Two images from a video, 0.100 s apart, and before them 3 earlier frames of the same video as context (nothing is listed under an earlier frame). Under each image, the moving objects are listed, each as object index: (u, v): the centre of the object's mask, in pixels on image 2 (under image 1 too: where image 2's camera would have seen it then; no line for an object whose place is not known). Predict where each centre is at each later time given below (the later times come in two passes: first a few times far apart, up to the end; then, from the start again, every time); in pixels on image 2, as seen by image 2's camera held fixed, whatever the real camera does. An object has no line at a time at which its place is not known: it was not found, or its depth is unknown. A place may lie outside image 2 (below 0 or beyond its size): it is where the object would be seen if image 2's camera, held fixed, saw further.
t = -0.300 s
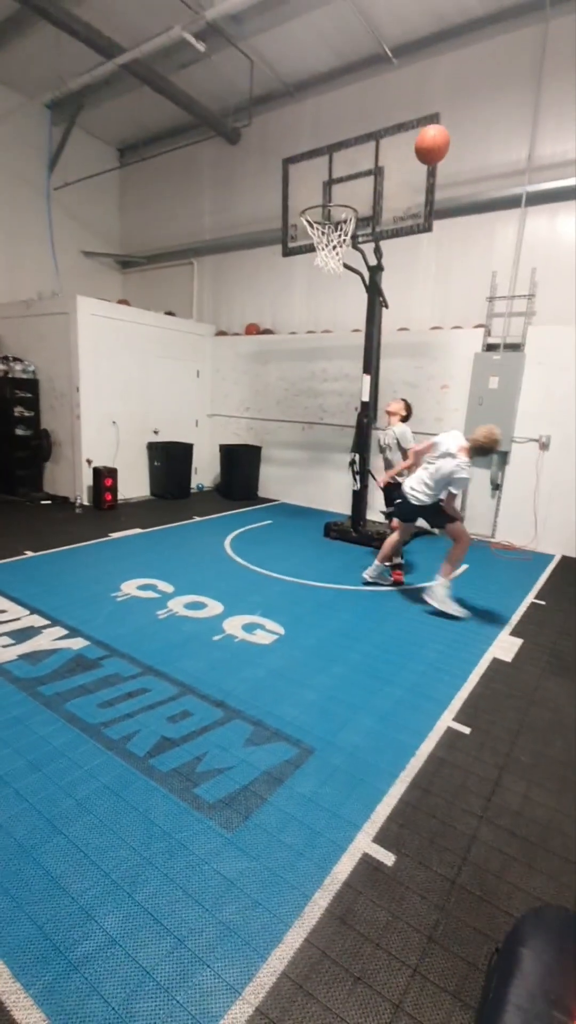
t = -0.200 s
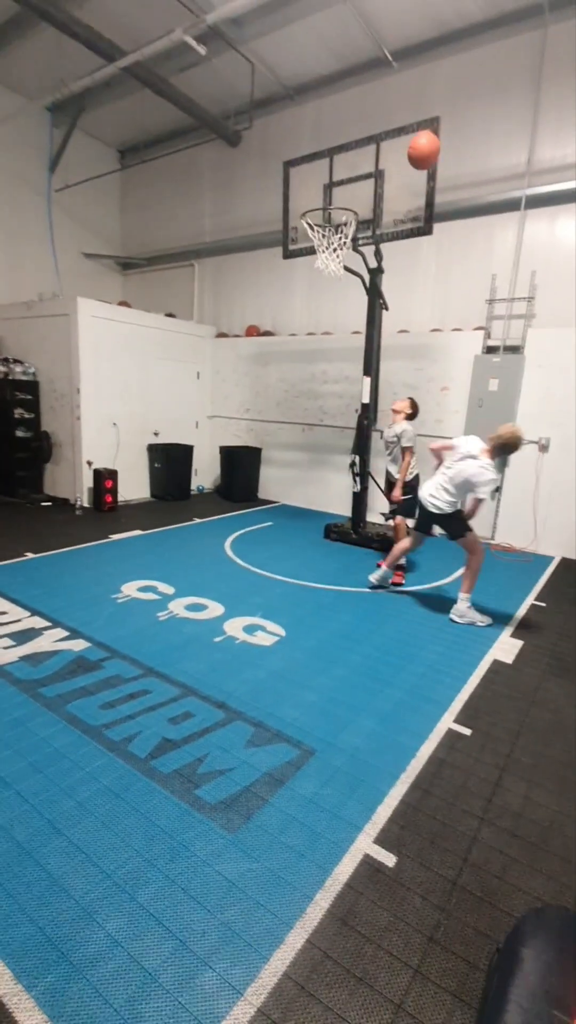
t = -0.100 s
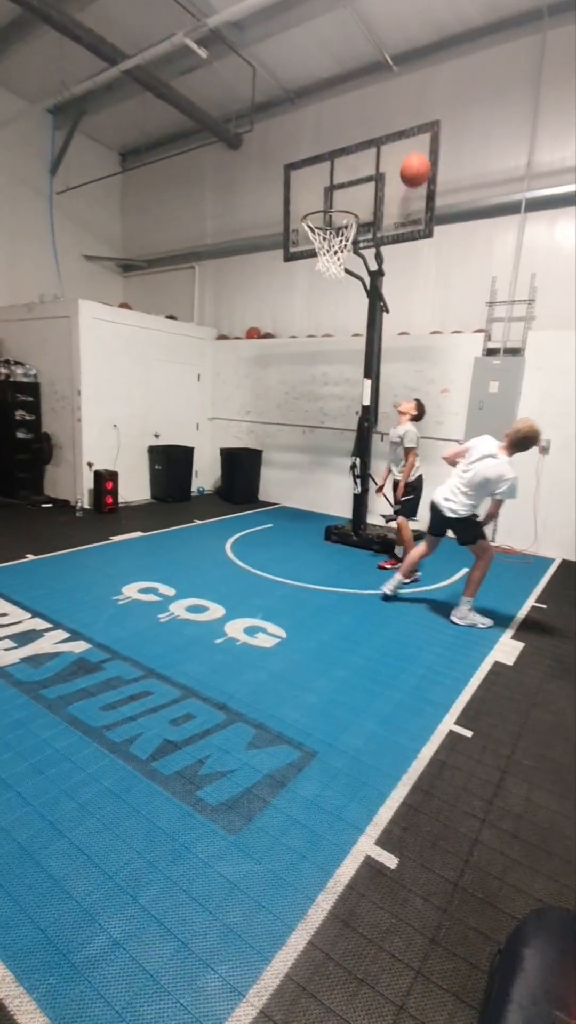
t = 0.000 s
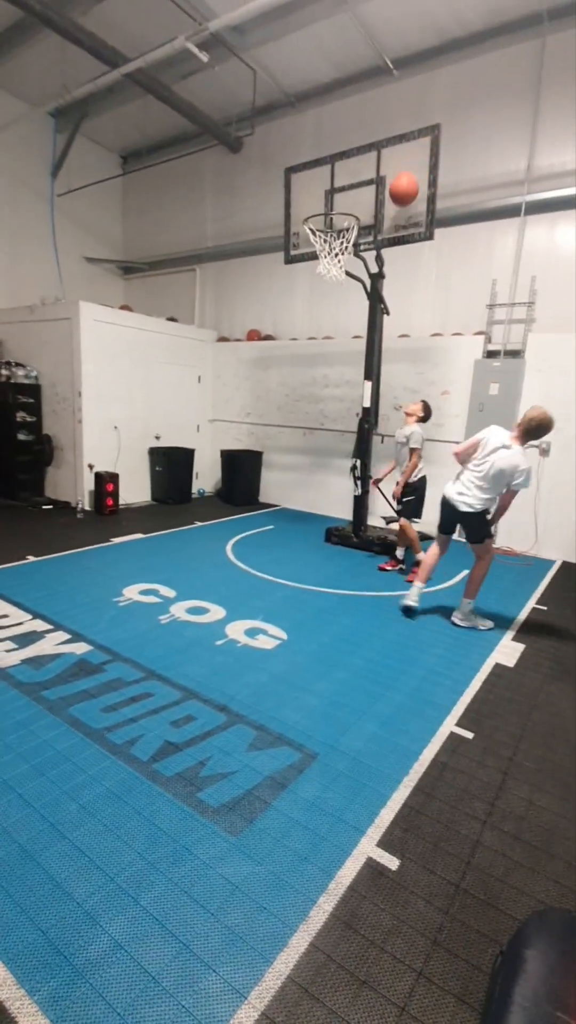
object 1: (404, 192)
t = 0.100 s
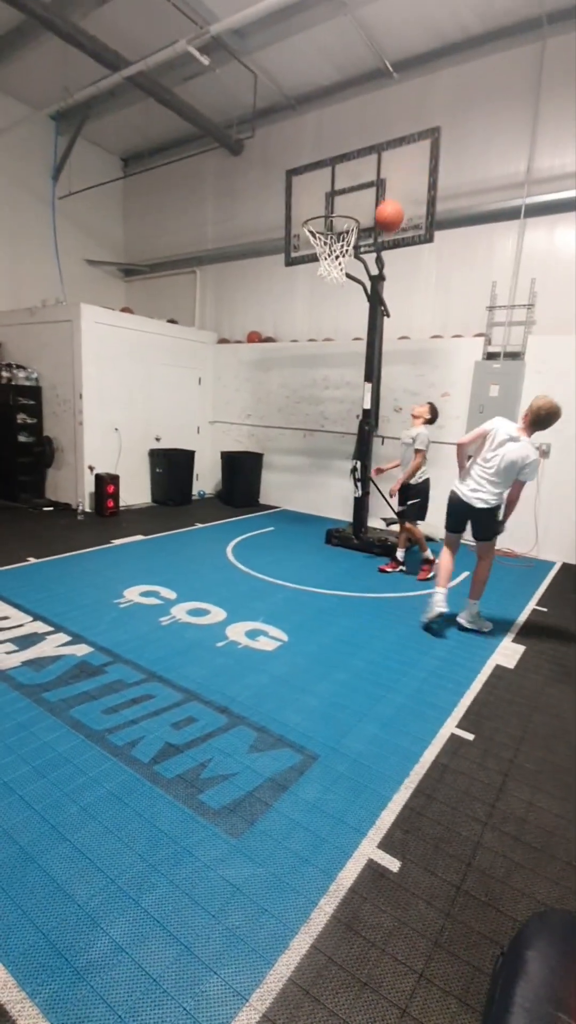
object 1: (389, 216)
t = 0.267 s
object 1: (363, 284)
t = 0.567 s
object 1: (310, 482)
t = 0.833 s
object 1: (293, 483)
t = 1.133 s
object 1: (295, 378)
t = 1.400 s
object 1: (289, 375)
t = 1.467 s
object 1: (285, 389)
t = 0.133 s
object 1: (384, 227)
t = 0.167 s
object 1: (379, 238)
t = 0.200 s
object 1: (373, 252)
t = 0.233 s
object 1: (369, 267)
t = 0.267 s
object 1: (363, 284)
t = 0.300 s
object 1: (357, 301)
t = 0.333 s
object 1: (351, 321)
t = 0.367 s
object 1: (345, 341)
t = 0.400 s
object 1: (339, 362)
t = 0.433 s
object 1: (334, 384)
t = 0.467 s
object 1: (328, 407)
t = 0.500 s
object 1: (322, 431)
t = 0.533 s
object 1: (316, 456)
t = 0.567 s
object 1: (310, 482)
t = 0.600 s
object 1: (304, 509)
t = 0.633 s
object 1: (299, 535)
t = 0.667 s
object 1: (293, 563)
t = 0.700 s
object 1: (291, 555)
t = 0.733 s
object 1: (292, 536)
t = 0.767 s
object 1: (293, 519)
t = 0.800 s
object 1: (293, 500)
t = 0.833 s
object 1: (293, 483)
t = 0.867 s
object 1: (294, 466)
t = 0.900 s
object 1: (294, 452)
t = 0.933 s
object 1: (295, 439)
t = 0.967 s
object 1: (295, 425)
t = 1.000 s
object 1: (295, 413)
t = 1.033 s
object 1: (295, 403)
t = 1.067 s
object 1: (295, 394)
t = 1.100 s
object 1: (295, 385)
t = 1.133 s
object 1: (295, 378)
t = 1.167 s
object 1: (295, 373)
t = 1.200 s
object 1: (294, 368)
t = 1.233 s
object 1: (294, 366)
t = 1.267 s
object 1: (293, 365)
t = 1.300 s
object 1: (292, 365)
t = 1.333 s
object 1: (291, 367)
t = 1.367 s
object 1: (290, 370)
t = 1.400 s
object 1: (289, 375)
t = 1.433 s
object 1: (287, 381)
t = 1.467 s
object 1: (285, 389)
